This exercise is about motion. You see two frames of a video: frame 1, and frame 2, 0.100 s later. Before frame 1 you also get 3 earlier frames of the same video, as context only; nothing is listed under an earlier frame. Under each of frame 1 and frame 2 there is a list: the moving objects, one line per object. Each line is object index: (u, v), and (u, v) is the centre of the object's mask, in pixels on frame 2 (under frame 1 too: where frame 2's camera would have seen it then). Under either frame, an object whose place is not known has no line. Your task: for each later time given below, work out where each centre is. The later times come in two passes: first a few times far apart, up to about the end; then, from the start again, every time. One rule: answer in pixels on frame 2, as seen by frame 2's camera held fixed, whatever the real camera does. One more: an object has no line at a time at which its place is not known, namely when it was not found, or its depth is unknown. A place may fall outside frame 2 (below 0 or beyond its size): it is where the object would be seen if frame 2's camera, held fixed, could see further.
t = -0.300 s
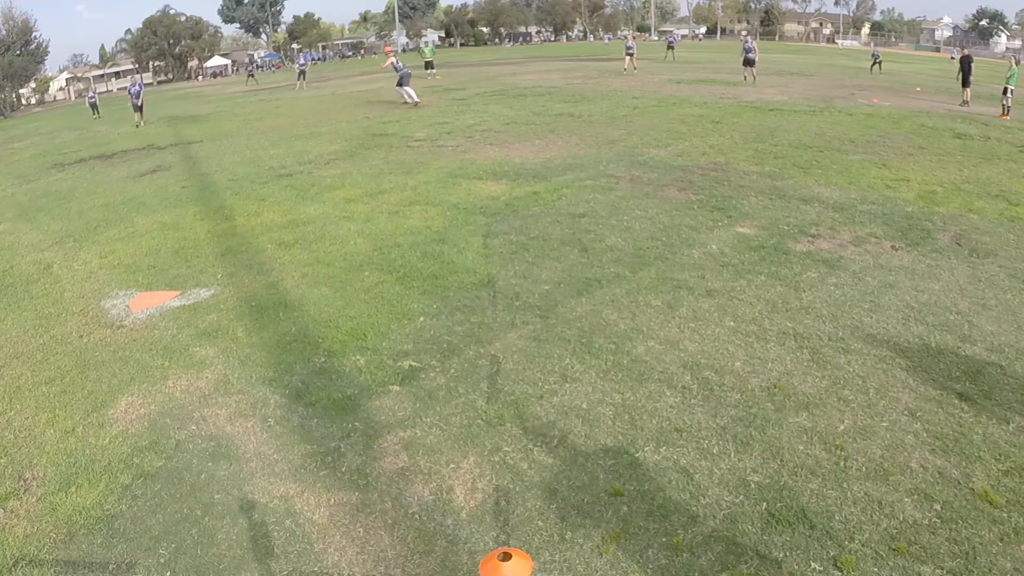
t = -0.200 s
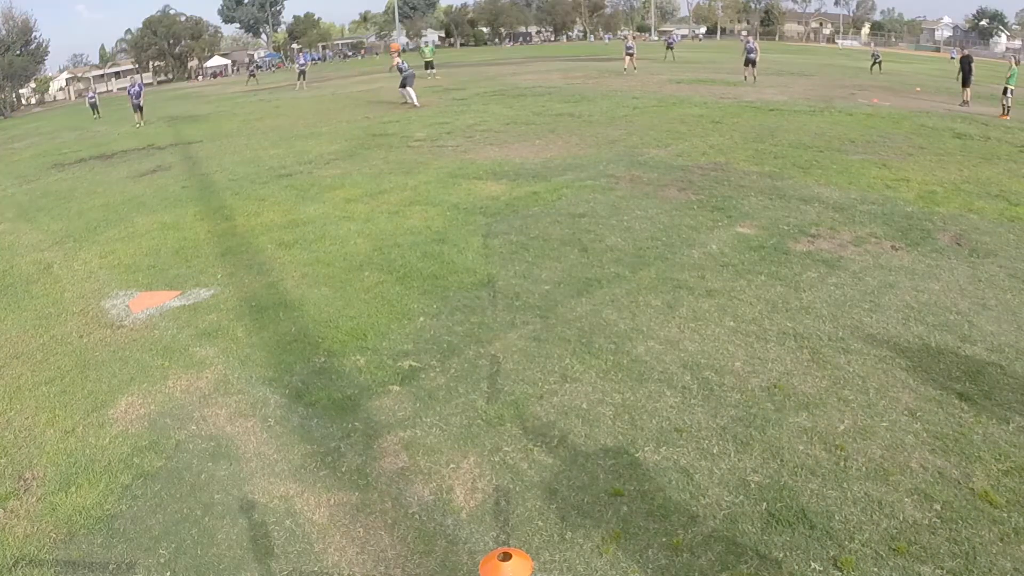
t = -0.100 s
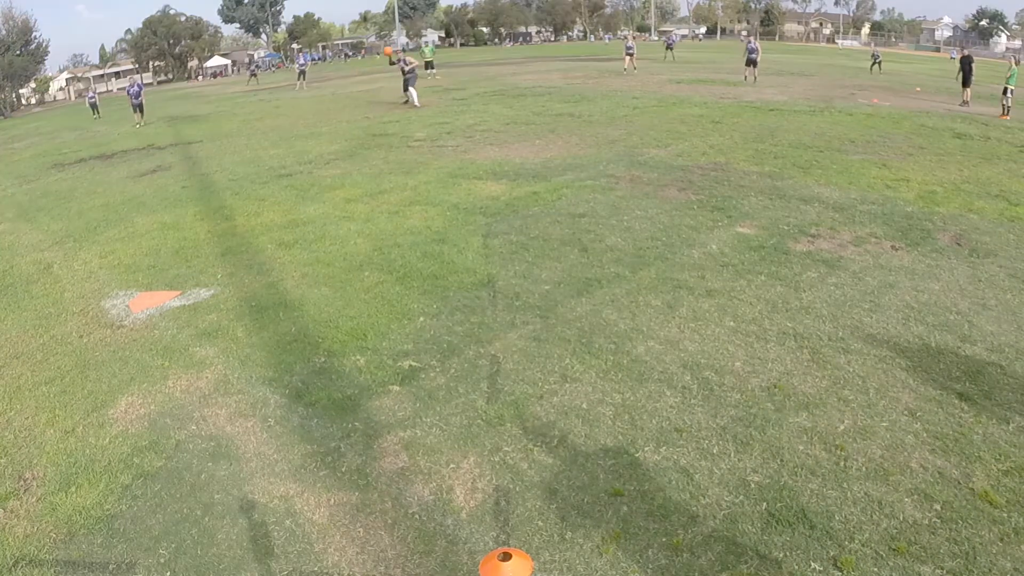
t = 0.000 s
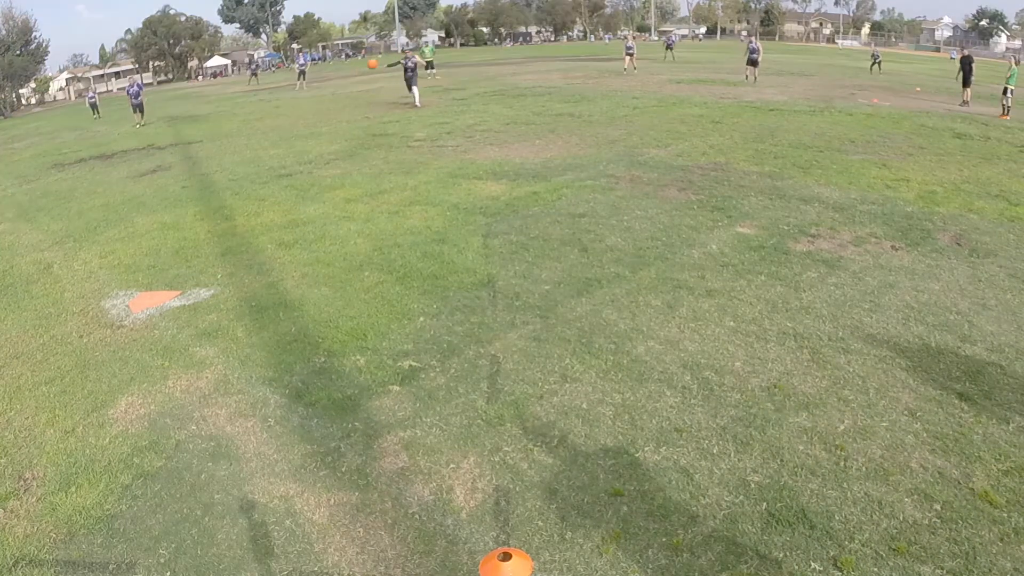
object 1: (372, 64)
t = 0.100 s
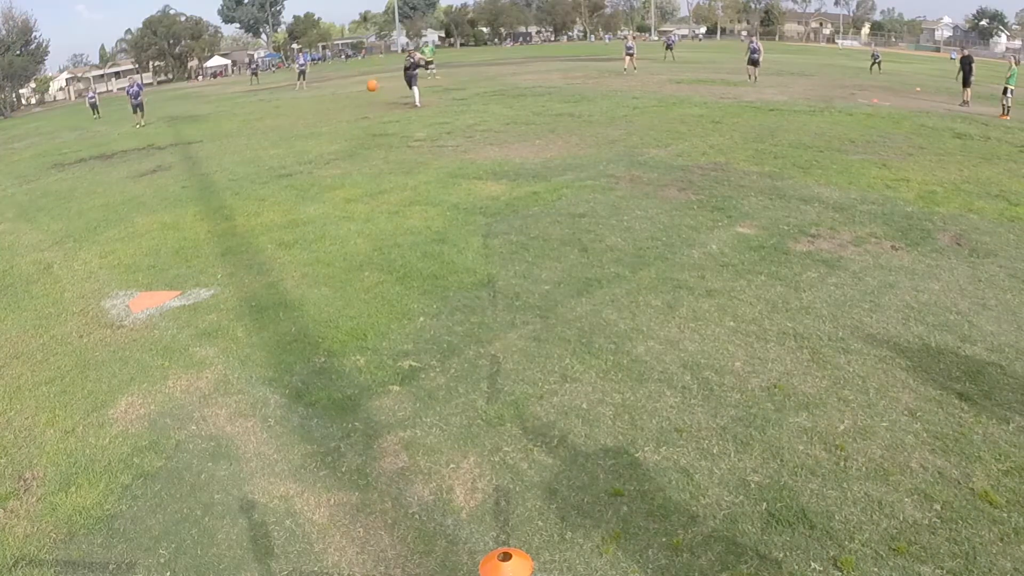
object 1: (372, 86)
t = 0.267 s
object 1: (371, 135)
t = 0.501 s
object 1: (336, 133)
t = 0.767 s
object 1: (280, 191)
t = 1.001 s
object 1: (199, 221)
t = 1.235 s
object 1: (84, 307)
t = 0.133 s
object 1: (372, 94)
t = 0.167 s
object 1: (372, 103)
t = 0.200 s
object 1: (372, 113)
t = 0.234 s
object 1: (371, 125)
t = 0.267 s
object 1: (371, 135)
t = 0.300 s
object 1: (367, 136)
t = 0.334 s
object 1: (362, 134)
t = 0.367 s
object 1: (357, 132)
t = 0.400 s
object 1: (353, 131)
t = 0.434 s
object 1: (347, 131)
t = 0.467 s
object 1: (342, 131)
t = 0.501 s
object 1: (336, 133)
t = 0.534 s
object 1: (330, 136)
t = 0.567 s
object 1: (323, 140)
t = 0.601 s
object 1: (317, 144)
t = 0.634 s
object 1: (311, 151)
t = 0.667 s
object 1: (303, 159)
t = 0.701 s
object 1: (296, 167)
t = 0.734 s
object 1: (288, 178)
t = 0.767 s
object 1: (280, 191)
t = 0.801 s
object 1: (272, 205)
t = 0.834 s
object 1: (262, 214)
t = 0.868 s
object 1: (250, 214)
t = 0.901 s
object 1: (238, 214)
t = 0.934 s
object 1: (226, 214)
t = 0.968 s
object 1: (213, 217)
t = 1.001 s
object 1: (199, 221)
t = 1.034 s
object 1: (185, 227)
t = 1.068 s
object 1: (169, 235)
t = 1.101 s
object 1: (153, 244)
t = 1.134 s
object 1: (137, 256)
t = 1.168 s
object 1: (120, 270)
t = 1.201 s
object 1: (102, 287)
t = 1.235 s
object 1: (84, 307)
